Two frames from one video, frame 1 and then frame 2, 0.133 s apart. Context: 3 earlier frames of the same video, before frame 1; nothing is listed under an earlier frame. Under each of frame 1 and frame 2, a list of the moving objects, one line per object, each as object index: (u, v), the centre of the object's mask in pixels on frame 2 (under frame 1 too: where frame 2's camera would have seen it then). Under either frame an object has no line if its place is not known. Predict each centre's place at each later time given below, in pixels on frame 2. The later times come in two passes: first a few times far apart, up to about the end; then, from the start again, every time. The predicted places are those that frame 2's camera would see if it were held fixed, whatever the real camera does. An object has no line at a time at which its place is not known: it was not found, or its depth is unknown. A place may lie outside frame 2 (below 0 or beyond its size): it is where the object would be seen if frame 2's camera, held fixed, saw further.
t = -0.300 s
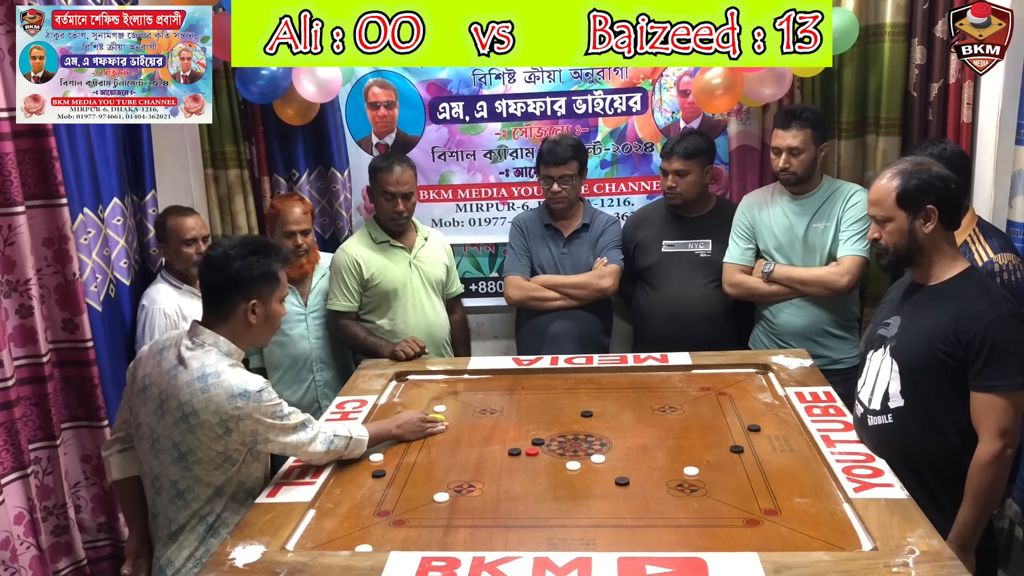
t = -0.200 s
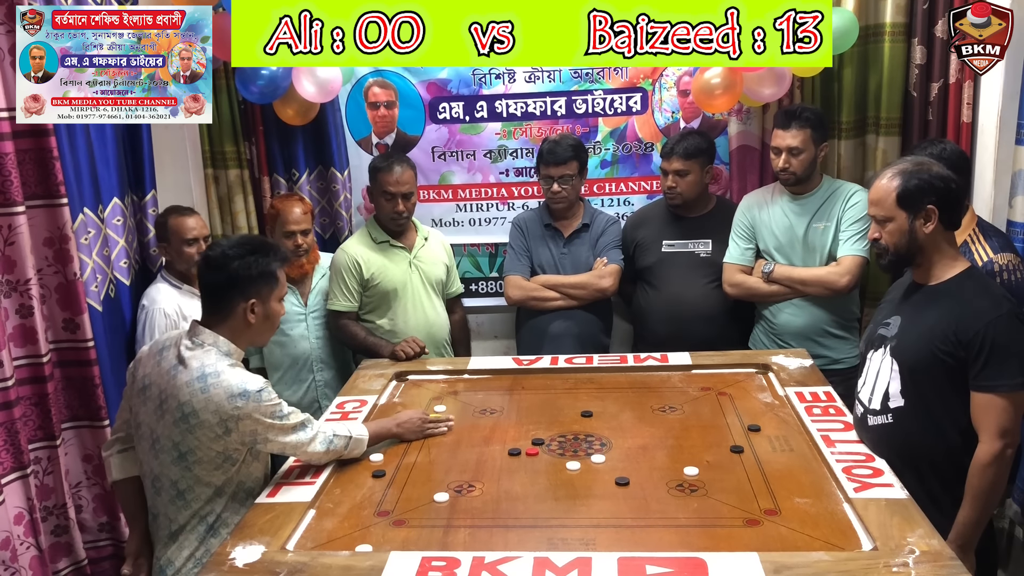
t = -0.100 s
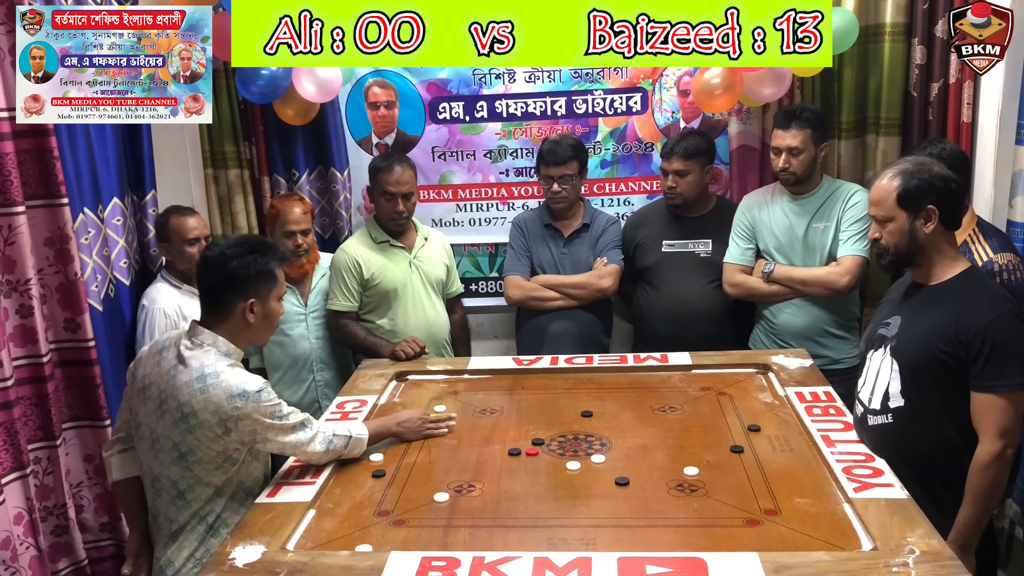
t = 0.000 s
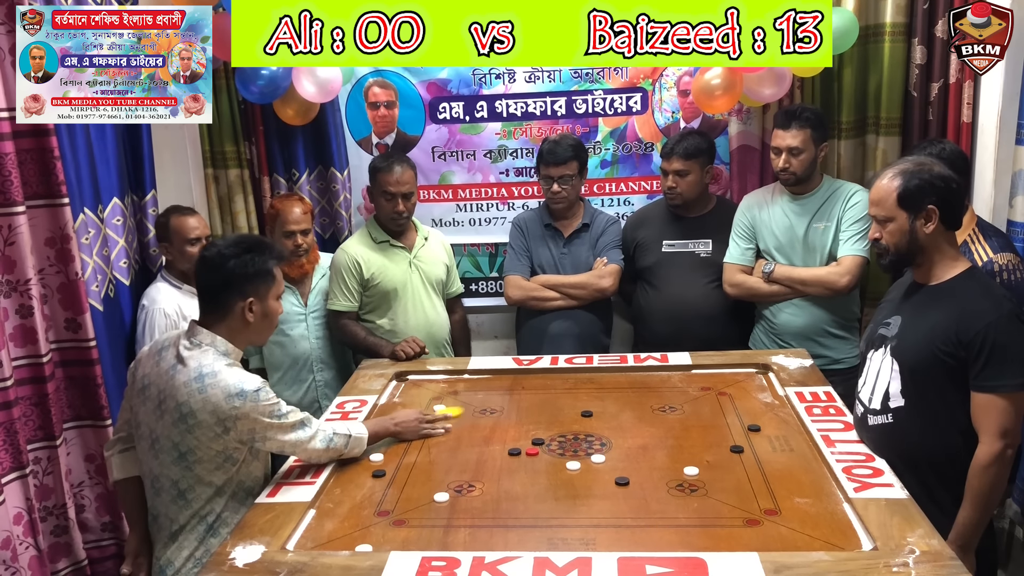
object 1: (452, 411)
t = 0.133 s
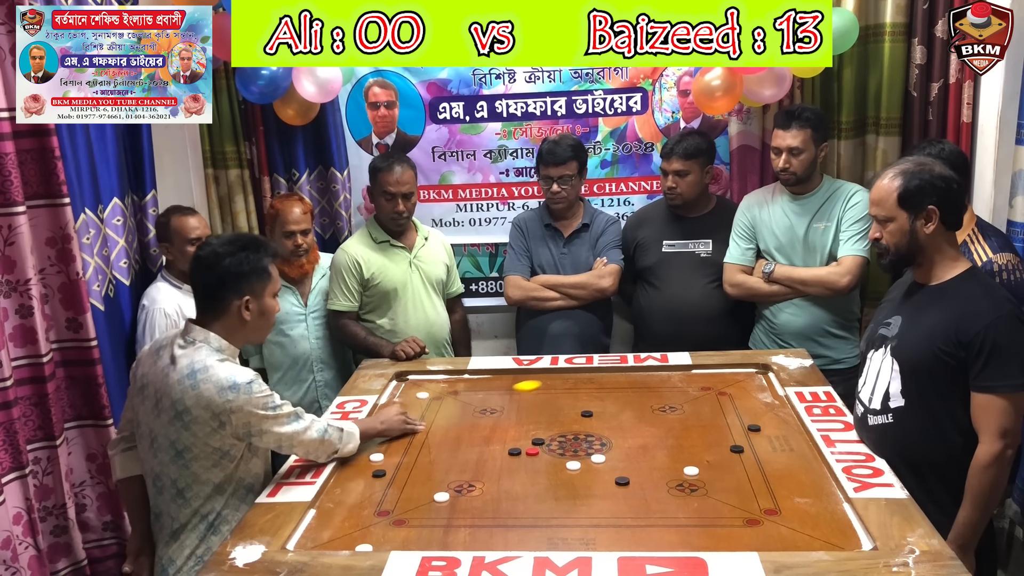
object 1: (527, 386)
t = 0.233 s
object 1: (574, 380)
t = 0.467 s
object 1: (673, 407)
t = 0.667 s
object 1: (750, 430)
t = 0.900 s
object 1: (773, 444)
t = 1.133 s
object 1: (779, 451)
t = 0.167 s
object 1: (545, 379)
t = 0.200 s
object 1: (560, 376)
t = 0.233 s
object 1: (574, 380)
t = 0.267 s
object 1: (588, 384)
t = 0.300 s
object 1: (601, 387)
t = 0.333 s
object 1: (616, 391)
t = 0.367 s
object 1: (630, 395)
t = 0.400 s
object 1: (644, 399)
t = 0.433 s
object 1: (658, 403)
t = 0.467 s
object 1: (673, 407)
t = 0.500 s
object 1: (687, 411)
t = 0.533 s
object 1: (702, 415)
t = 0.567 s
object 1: (717, 419)
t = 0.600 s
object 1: (731, 423)
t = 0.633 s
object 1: (742, 427)
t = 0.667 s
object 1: (750, 430)
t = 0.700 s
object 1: (759, 433)
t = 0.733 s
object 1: (764, 436)
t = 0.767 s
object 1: (766, 438)
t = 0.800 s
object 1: (768, 439)
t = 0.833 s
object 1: (770, 441)
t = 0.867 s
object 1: (772, 443)
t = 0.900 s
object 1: (773, 444)
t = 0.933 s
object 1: (775, 445)
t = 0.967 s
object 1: (776, 447)
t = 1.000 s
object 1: (777, 448)
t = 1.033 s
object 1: (778, 449)
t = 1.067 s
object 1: (779, 449)
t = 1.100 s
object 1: (779, 450)
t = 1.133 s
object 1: (779, 451)
